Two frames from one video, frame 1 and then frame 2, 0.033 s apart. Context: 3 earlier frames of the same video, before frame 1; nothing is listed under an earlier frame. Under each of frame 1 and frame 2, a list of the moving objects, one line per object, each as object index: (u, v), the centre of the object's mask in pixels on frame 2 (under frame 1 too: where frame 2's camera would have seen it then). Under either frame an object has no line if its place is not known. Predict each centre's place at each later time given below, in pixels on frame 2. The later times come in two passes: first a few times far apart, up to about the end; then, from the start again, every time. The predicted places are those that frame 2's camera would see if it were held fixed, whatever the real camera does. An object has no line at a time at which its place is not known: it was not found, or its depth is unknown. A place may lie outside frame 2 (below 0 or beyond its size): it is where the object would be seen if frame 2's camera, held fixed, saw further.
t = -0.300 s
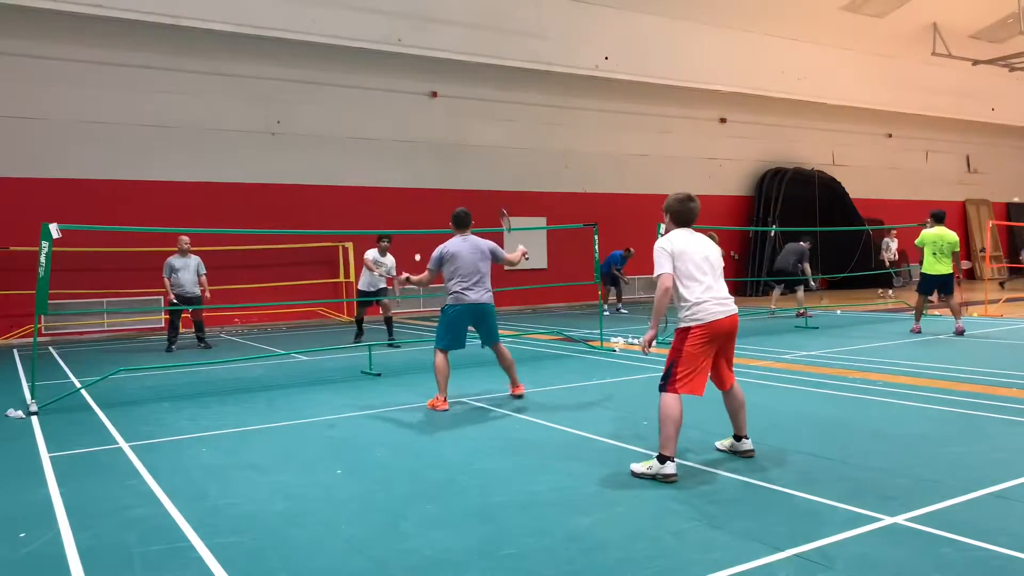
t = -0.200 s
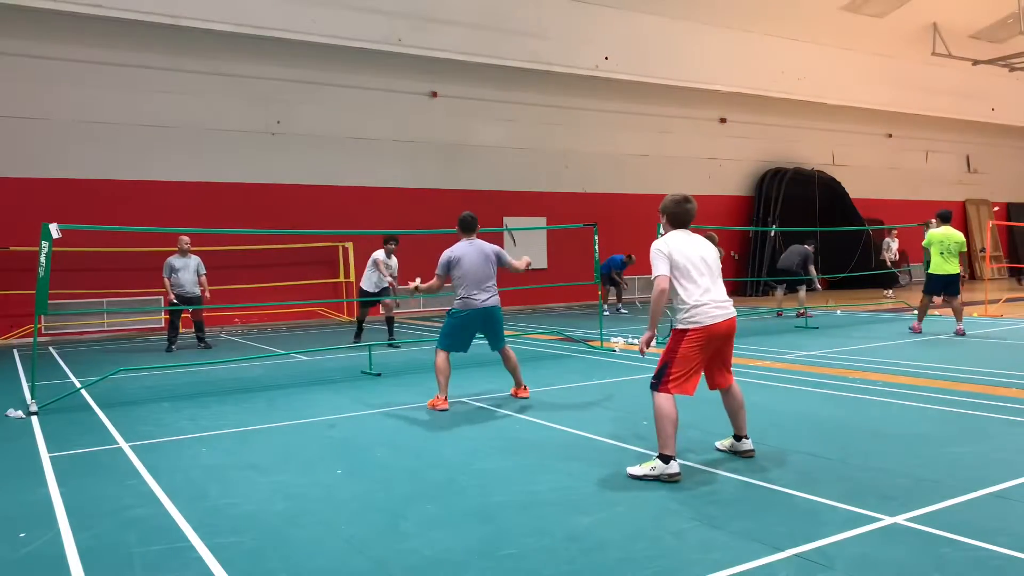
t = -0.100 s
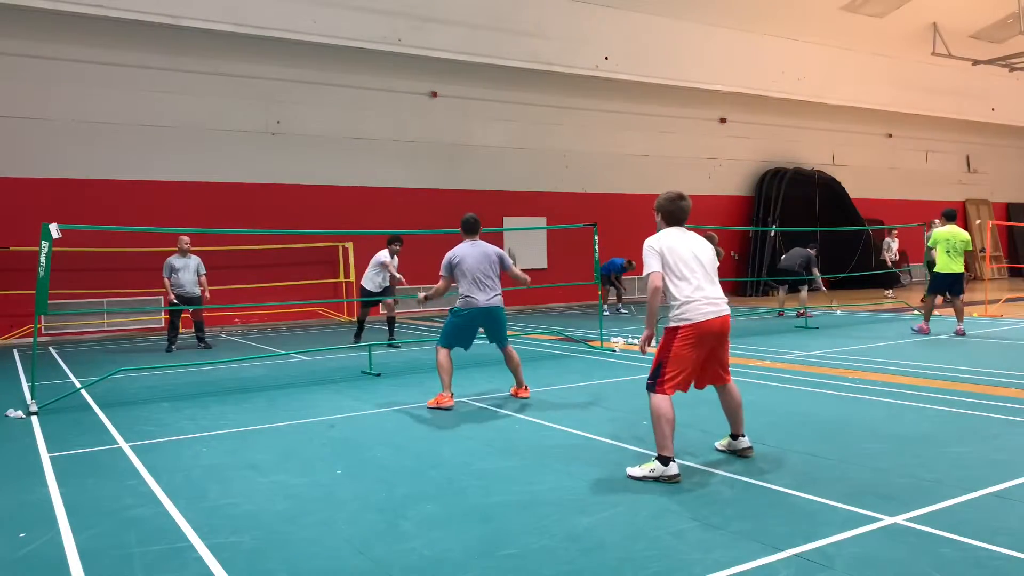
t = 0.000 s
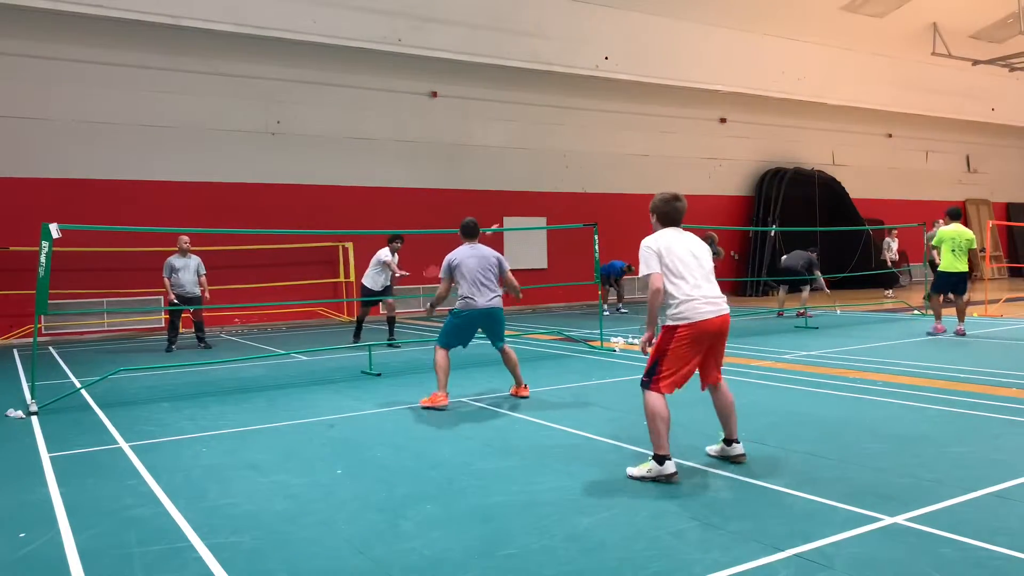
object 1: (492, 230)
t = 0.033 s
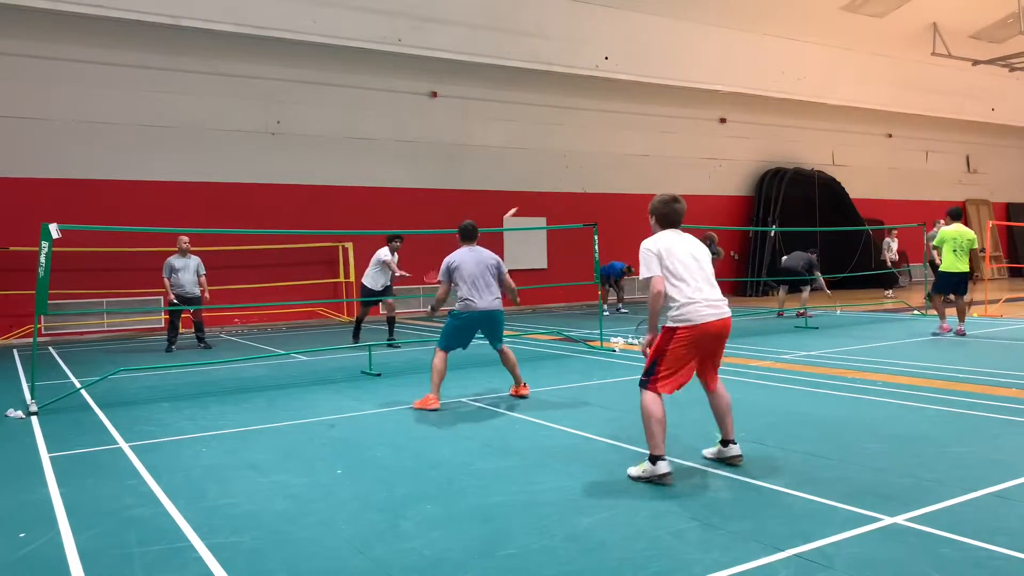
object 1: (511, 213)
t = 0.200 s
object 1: (597, 145)
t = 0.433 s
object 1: (706, 99)
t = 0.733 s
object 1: (830, 118)
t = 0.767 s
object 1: (843, 126)
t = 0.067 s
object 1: (530, 198)
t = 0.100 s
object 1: (548, 182)
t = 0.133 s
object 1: (565, 169)
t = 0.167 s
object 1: (582, 157)
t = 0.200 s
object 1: (597, 145)
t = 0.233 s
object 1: (613, 135)
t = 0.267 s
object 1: (629, 126)
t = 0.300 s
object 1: (645, 119)
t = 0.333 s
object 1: (660, 112)
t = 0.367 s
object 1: (676, 107)
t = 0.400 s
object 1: (691, 102)
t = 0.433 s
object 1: (706, 99)
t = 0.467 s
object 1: (720, 96)
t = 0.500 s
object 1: (734, 95)
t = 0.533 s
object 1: (748, 95)
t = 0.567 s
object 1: (762, 96)
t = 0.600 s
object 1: (777, 98)
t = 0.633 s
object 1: (790, 101)
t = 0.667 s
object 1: (803, 106)
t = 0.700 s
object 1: (817, 111)
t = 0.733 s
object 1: (830, 118)
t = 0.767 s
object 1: (843, 126)
